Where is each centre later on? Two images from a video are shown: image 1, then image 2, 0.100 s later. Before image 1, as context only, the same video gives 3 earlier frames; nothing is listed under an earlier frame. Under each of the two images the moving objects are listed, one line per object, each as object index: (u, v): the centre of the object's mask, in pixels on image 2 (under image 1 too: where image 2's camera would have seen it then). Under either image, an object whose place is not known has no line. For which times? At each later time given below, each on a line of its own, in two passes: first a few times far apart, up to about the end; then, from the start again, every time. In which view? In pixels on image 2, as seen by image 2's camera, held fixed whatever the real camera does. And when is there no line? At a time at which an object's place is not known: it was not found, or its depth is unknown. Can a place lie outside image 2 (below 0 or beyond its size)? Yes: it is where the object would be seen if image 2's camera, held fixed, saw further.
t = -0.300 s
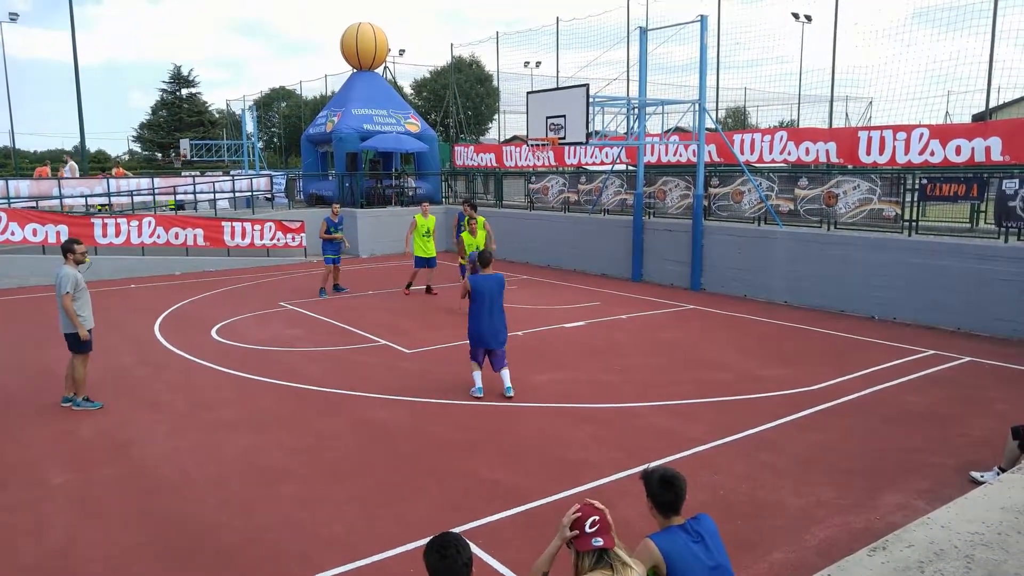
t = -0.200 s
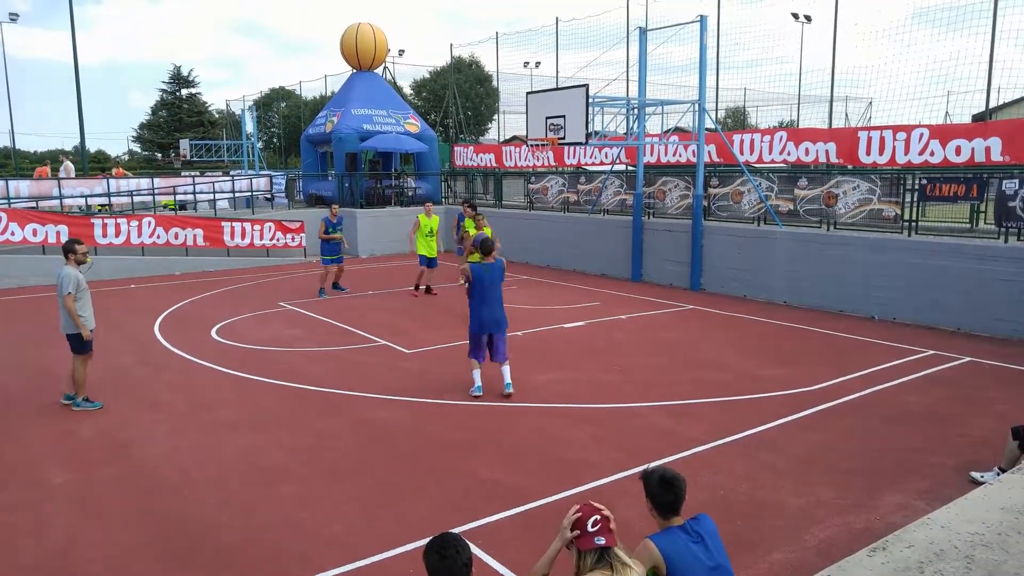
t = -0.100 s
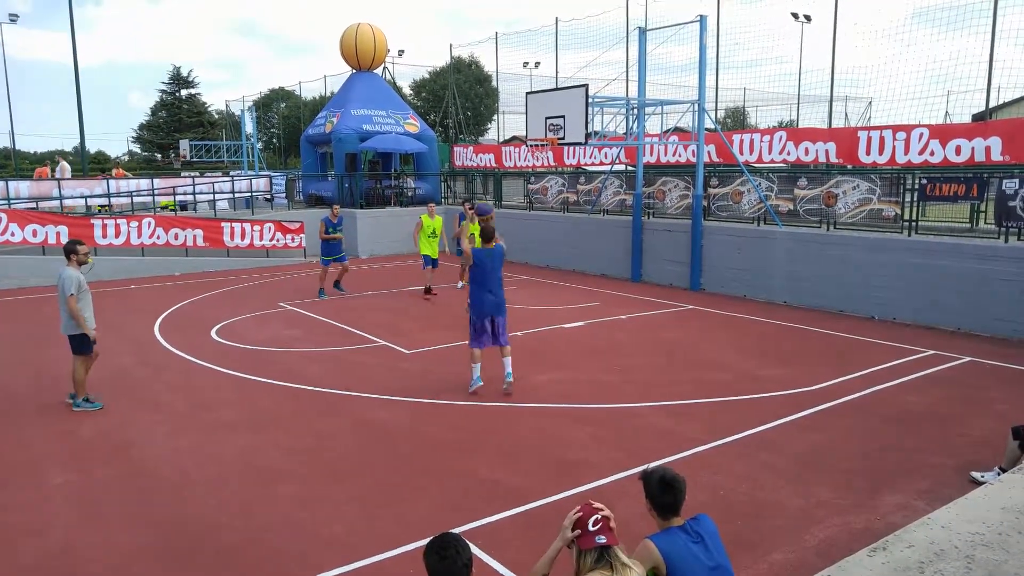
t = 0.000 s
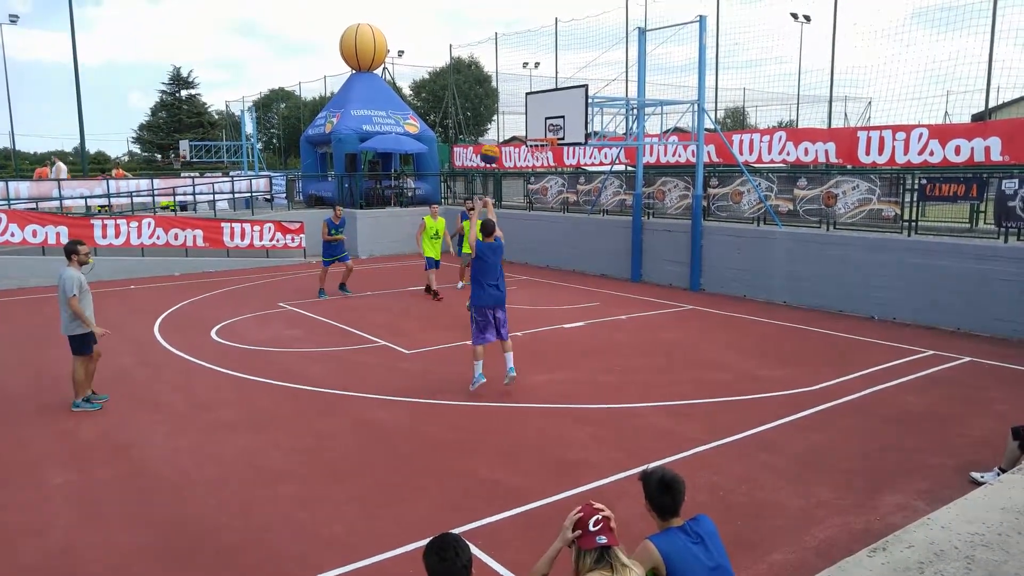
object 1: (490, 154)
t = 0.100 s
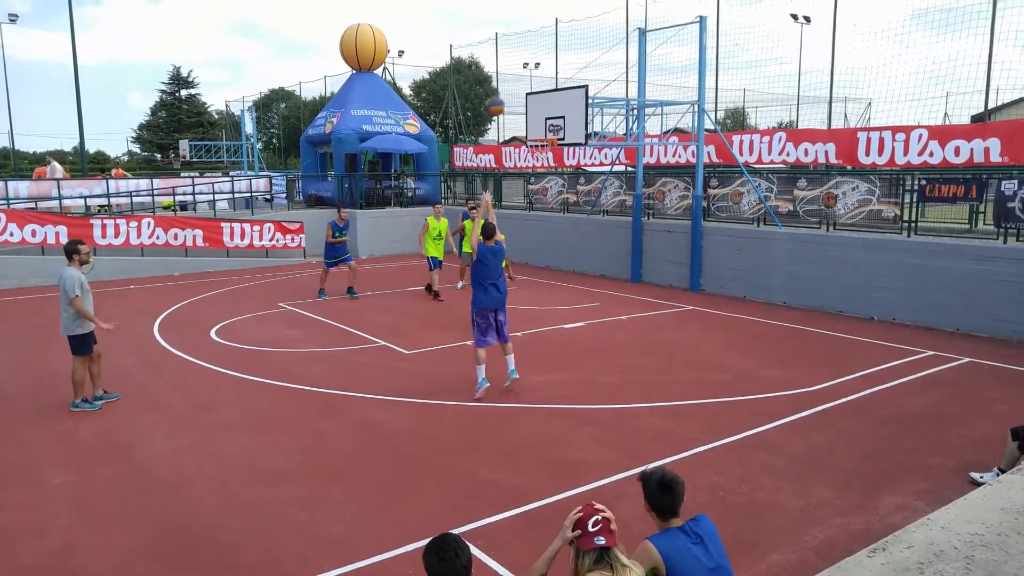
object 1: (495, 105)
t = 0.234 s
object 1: (501, 54)
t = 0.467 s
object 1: (512, 15)
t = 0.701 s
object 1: (521, 14)
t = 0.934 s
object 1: (529, 44)
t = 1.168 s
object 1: (534, 100)
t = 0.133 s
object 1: (497, 91)
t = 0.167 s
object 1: (499, 80)
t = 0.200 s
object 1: (500, 69)
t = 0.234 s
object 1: (501, 54)
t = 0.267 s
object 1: (501, 43)
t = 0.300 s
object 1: (502, 38)
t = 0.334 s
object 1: (506, 34)
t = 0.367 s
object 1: (508, 28)
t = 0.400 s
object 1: (509, 23)
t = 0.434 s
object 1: (510, 19)
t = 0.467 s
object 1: (512, 15)
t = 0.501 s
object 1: (513, 13)
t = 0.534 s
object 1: (515, 11)
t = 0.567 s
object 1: (515, 10)
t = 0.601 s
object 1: (517, 10)
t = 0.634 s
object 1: (519, 10)
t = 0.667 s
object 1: (520, 12)
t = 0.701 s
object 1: (521, 14)
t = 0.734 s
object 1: (522, 17)
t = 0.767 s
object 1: (523, 20)
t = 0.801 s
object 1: (524, 23)
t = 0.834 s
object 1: (525, 28)
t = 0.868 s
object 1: (527, 33)
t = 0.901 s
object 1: (528, 38)
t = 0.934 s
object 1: (529, 44)
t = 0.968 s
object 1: (530, 51)
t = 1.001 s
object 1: (531, 58)
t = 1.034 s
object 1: (532, 65)
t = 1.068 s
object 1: (532, 73)
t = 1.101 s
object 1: (533, 82)
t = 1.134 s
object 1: (533, 91)
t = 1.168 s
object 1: (534, 100)
